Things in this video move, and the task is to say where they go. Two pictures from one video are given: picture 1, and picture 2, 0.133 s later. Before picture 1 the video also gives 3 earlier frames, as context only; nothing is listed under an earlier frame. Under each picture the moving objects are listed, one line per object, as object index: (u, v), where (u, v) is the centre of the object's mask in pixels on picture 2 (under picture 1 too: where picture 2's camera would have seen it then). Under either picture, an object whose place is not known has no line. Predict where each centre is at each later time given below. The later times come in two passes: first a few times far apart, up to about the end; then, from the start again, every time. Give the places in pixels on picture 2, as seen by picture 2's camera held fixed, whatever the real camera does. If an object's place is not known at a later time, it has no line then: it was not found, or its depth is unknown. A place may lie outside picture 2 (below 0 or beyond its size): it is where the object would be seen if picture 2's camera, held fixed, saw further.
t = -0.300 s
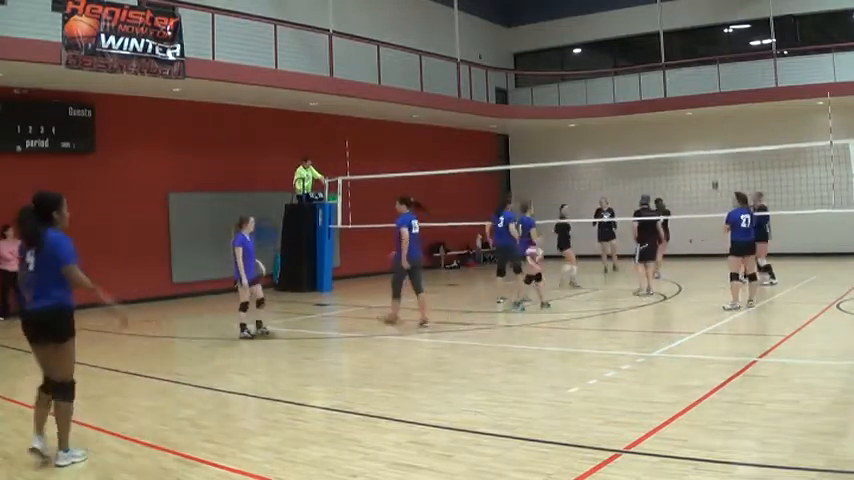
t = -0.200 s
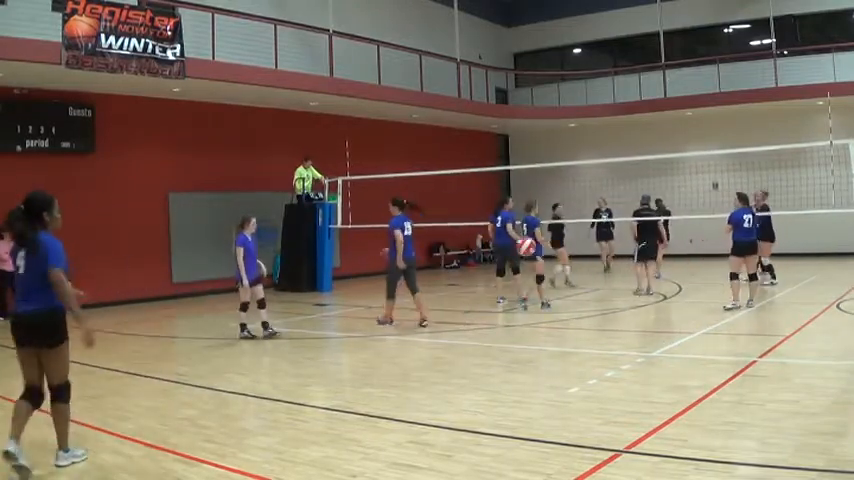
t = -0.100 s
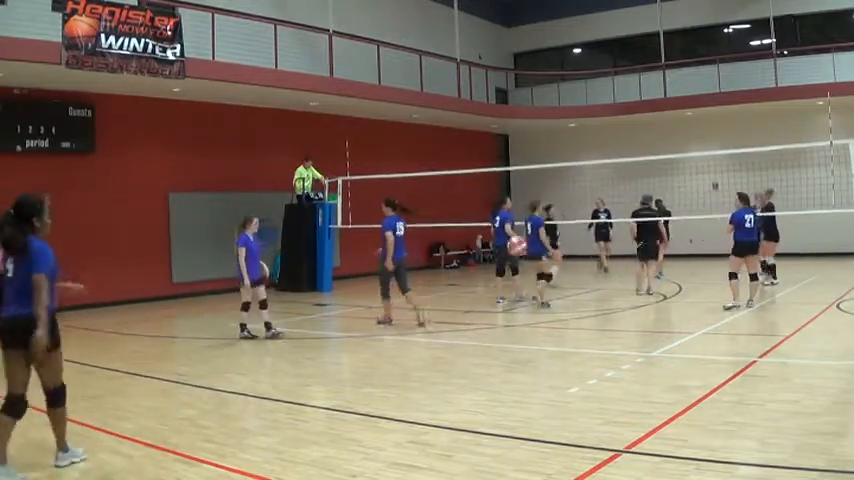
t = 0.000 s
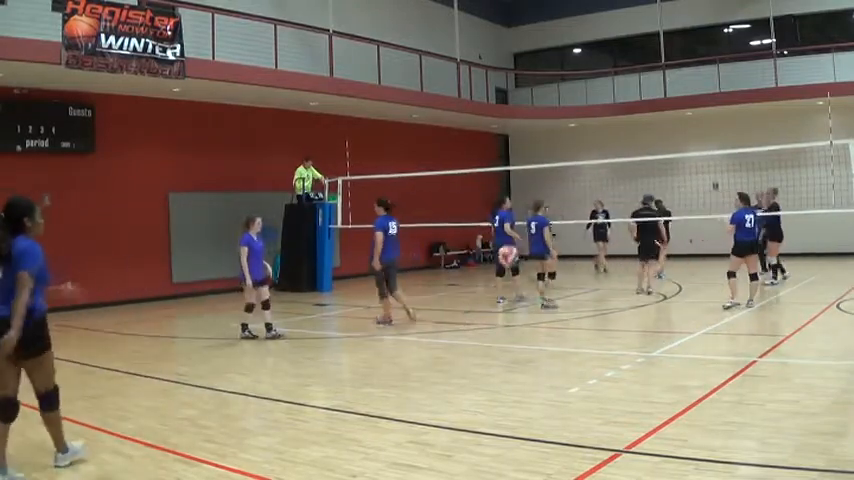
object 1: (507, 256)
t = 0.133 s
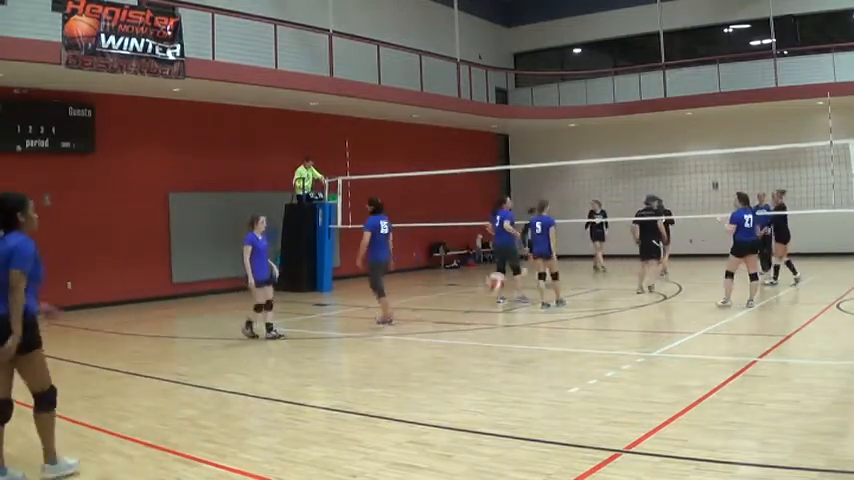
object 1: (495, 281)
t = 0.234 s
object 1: (486, 316)
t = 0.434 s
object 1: (467, 329)
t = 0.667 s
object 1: (444, 300)
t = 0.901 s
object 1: (419, 333)
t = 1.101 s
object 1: (396, 381)
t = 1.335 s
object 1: (368, 353)
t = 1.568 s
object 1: (339, 399)
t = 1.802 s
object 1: (305, 406)
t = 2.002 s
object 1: (274, 431)
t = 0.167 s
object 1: (493, 292)
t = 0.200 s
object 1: (488, 304)
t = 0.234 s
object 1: (486, 316)
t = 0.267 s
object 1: (485, 332)
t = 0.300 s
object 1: (481, 348)
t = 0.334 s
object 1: (478, 358)
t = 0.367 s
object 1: (474, 346)
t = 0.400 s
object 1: (470, 336)
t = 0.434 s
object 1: (467, 329)
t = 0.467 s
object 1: (464, 323)
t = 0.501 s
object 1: (460, 316)
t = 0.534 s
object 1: (456, 310)
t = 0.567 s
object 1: (453, 307)
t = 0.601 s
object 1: (450, 303)
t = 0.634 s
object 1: (446, 301)
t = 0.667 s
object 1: (444, 300)
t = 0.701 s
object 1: (439, 301)
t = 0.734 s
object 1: (436, 303)
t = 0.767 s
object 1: (434, 306)
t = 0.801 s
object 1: (429, 311)
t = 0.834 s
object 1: (424, 317)
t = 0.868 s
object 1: (420, 324)
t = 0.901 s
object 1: (419, 333)
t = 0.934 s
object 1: (414, 345)
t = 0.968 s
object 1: (411, 357)
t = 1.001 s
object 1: (407, 371)
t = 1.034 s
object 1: (404, 388)
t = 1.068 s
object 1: (400, 390)
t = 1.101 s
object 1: (396, 381)
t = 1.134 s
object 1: (392, 372)
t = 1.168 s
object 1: (388, 366)
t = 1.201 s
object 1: (384, 362)
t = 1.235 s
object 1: (380, 357)
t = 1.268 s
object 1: (376, 354)
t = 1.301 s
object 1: (372, 352)
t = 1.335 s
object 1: (368, 353)
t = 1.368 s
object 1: (364, 354)
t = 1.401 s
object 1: (360, 359)
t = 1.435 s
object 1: (356, 362)
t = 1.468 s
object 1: (351, 369)
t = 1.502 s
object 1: (347, 376)
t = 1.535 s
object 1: (344, 388)
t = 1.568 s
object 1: (339, 399)
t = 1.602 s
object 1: (335, 414)
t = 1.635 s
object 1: (331, 429)
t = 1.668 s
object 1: (326, 425)
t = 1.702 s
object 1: (321, 417)
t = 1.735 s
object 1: (317, 412)
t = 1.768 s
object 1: (311, 408)
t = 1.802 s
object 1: (305, 406)
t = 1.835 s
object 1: (301, 405)
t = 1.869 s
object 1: (295, 407)
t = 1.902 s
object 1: (290, 409)
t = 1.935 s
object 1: (286, 415)
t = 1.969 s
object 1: (279, 421)
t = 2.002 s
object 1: (274, 431)
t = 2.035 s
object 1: (270, 440)
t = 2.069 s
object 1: (266, 452)
